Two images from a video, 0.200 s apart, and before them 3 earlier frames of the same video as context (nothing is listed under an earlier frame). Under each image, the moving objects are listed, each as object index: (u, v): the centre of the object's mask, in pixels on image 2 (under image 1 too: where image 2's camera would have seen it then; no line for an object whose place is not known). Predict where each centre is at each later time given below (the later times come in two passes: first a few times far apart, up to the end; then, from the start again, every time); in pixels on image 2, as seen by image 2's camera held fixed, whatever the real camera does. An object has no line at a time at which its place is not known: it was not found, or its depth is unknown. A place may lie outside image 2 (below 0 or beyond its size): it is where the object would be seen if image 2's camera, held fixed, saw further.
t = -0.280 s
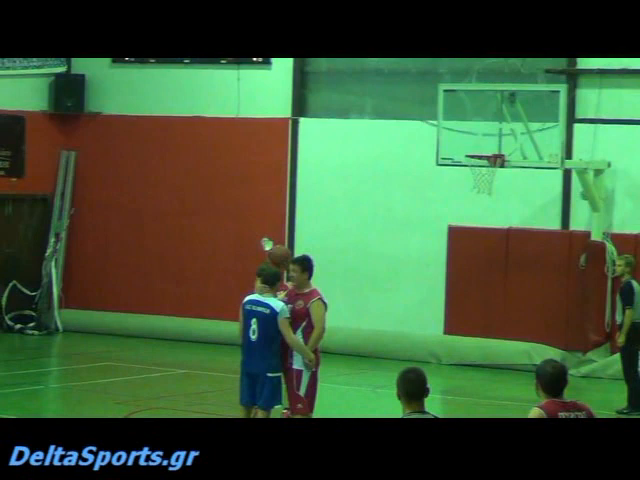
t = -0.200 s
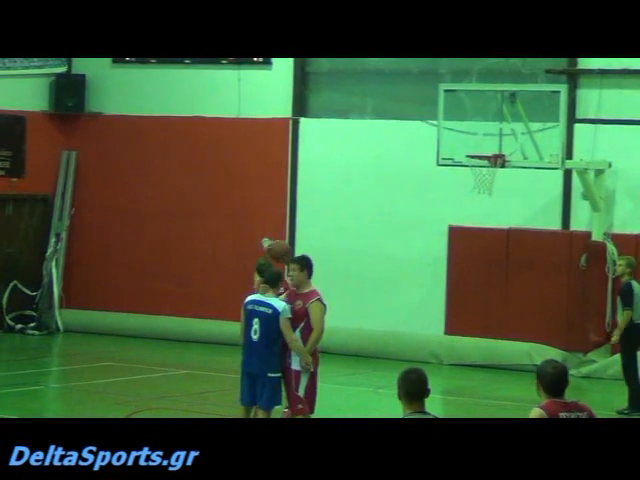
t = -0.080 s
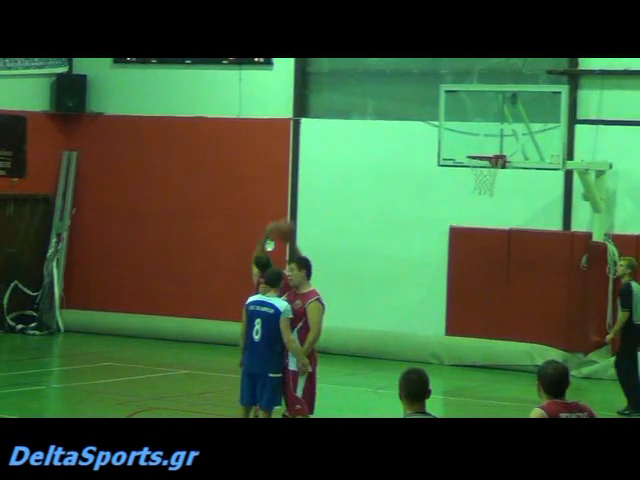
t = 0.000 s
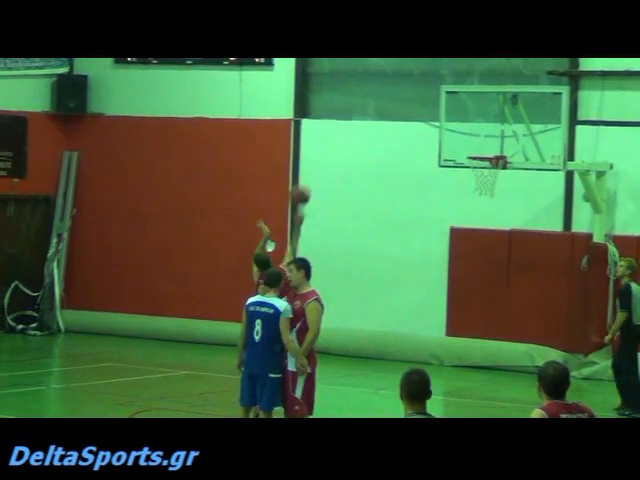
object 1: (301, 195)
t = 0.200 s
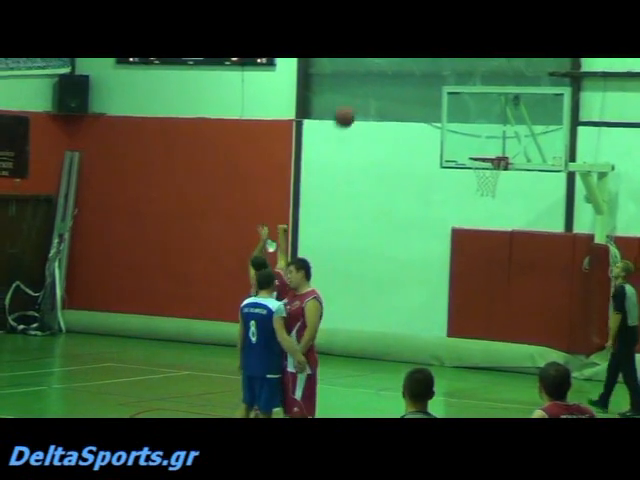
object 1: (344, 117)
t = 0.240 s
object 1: (352, 107)
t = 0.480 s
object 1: (398, 71)
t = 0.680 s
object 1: (432, 77)
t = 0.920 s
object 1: (468, 126)
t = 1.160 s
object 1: (504, 172)
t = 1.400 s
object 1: (494, 181)
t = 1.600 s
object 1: (476, 203)
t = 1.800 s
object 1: (458, 252)
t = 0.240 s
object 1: (352, 107)
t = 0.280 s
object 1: (360, 97)
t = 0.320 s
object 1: (369, 88)
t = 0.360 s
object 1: (376, 81)
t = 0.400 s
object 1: (384, 78)
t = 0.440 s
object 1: (391, 73)
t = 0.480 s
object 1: (398, 71)
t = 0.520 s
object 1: (405, 70)
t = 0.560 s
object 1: (412, 70)
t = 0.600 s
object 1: (418, 71)
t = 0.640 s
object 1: (425, 73)
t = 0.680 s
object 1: (432, 77)
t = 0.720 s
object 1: (438, 83)
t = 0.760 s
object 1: (445, 89)
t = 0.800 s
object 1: (451, 97)
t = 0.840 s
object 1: (457, 105)
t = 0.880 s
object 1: (462, 116)
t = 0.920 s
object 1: (468, 126)
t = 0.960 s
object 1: (473, 139)
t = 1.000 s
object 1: (479, 151)
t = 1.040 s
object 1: (487, 162)
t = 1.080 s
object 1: (495, 171)
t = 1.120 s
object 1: (502, 173)
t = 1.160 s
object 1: (504, 172)
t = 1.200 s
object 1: (505, 172)
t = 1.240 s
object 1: (504, 172)
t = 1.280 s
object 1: (502, 173)
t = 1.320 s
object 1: (500, 174)
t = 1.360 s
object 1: (497, 178)
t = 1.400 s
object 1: (494, 181)
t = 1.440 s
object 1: (490, 184)
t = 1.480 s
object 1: (486, 187)
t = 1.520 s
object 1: (483, 191)
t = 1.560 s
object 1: (479, 197)
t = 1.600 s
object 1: (476, 203)
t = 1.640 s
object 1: (472, 211)
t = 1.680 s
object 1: (469, 219)
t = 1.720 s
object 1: (466, 227)
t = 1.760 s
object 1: (462, 240)
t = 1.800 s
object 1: (458, 252)
